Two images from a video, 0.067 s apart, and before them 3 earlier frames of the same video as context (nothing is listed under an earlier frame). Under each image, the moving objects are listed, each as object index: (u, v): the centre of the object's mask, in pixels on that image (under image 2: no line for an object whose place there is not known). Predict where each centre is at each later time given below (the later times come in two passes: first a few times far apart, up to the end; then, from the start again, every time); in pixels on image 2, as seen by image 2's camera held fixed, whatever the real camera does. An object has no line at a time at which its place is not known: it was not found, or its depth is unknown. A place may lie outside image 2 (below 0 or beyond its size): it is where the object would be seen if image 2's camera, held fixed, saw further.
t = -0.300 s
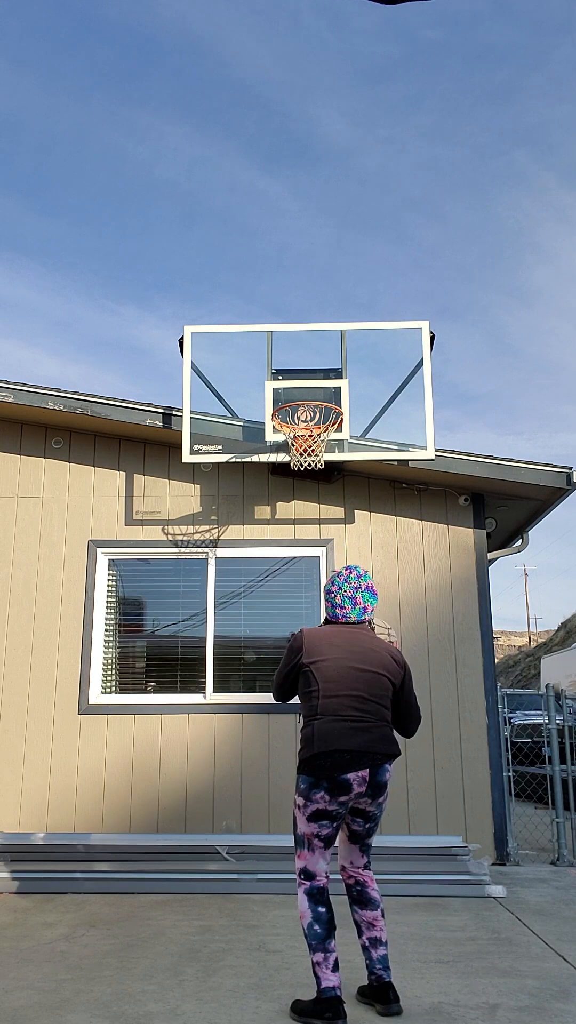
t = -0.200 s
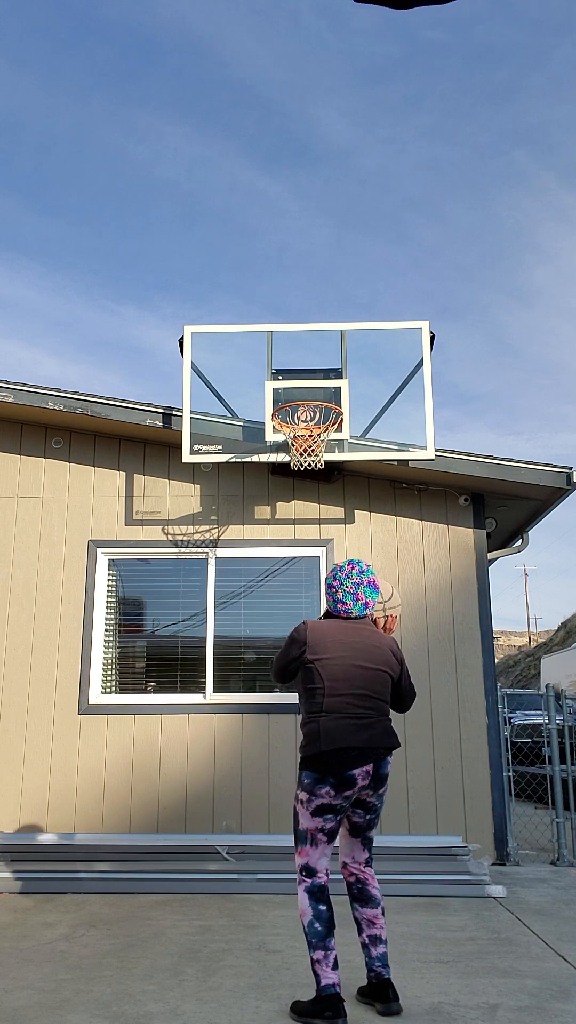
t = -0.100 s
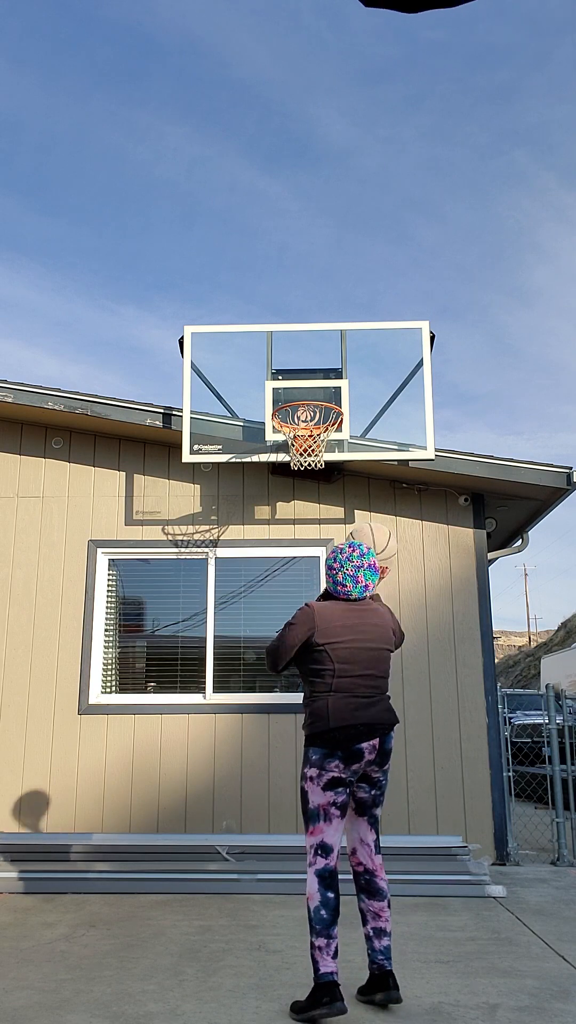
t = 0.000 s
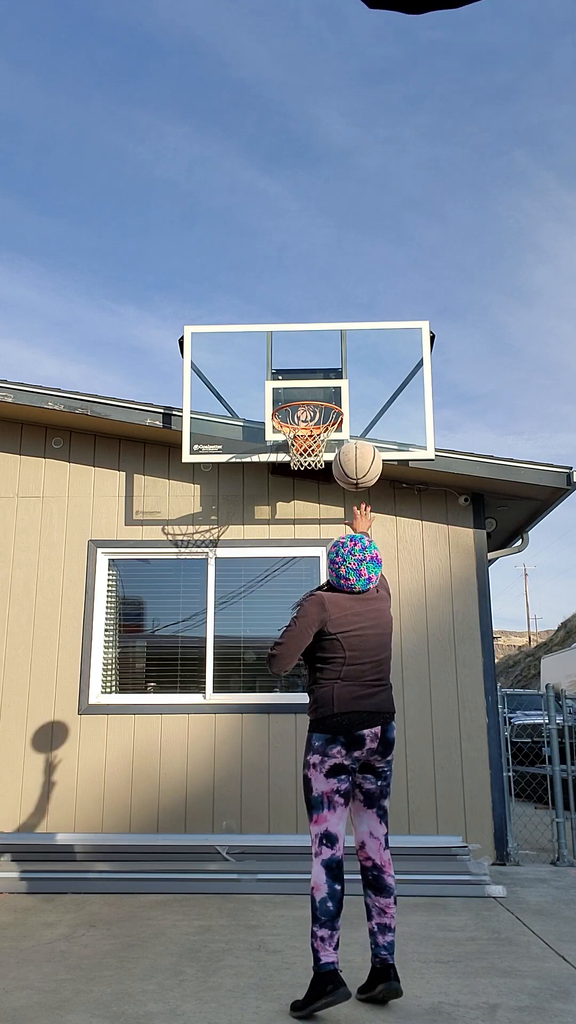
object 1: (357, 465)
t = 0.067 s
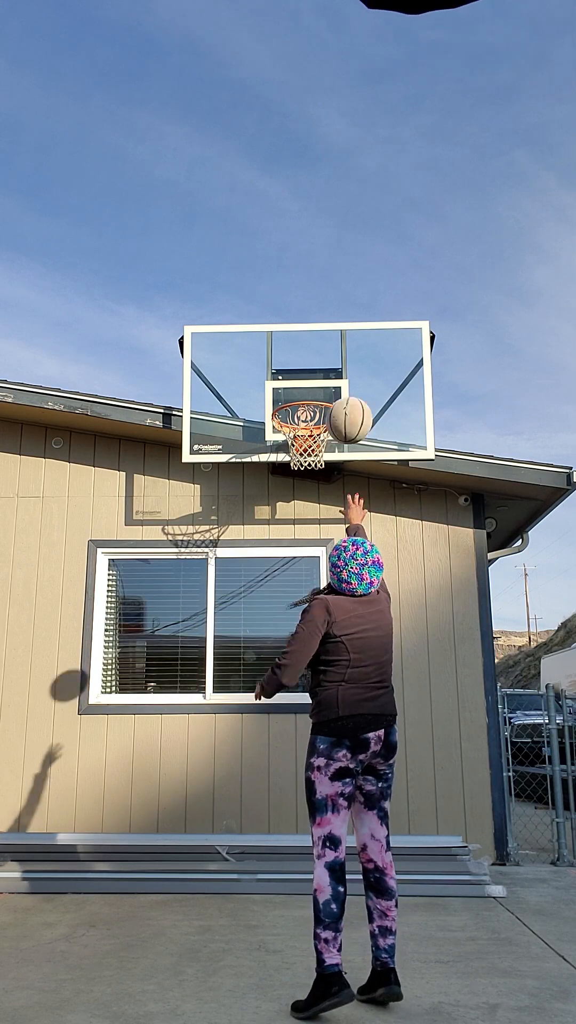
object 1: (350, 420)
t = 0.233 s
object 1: (332, 360)
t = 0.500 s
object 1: (314, 363)
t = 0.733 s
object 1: (308, 418)
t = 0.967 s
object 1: (313, 426)
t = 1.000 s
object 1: (312, 429)
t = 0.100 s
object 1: (346, 403)
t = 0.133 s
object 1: (342, 388)
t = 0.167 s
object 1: (338, 376)
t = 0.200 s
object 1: (335, 367)
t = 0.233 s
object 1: (332, 360)
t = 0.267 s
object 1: (329, 354)
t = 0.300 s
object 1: (327, 351)
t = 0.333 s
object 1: (325, 349)
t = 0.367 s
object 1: (322, 349)
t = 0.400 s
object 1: (320, 350)
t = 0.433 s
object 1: (318, 353)
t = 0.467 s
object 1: (316, 358)
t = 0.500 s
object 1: (314, 363)
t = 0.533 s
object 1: (312, 370)
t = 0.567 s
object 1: (310, 379)
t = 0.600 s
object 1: (309, 387)
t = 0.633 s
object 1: (307, 400)
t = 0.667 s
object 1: (305, 412)
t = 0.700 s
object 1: (306, 418)
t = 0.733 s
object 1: (308, 418)
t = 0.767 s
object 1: (311, 419)
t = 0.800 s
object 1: (314, 423)
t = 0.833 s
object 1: (315, 424)
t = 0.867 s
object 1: (315, 424)
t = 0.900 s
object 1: (315, 423)
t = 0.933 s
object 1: (314, 424)
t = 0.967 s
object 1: (313, 426)
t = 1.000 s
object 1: (312, 429)
